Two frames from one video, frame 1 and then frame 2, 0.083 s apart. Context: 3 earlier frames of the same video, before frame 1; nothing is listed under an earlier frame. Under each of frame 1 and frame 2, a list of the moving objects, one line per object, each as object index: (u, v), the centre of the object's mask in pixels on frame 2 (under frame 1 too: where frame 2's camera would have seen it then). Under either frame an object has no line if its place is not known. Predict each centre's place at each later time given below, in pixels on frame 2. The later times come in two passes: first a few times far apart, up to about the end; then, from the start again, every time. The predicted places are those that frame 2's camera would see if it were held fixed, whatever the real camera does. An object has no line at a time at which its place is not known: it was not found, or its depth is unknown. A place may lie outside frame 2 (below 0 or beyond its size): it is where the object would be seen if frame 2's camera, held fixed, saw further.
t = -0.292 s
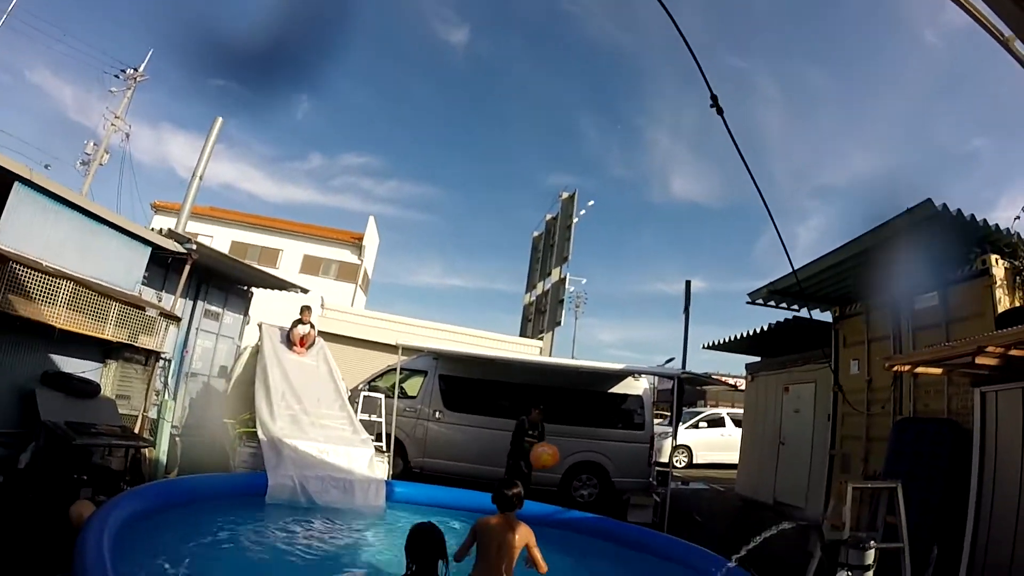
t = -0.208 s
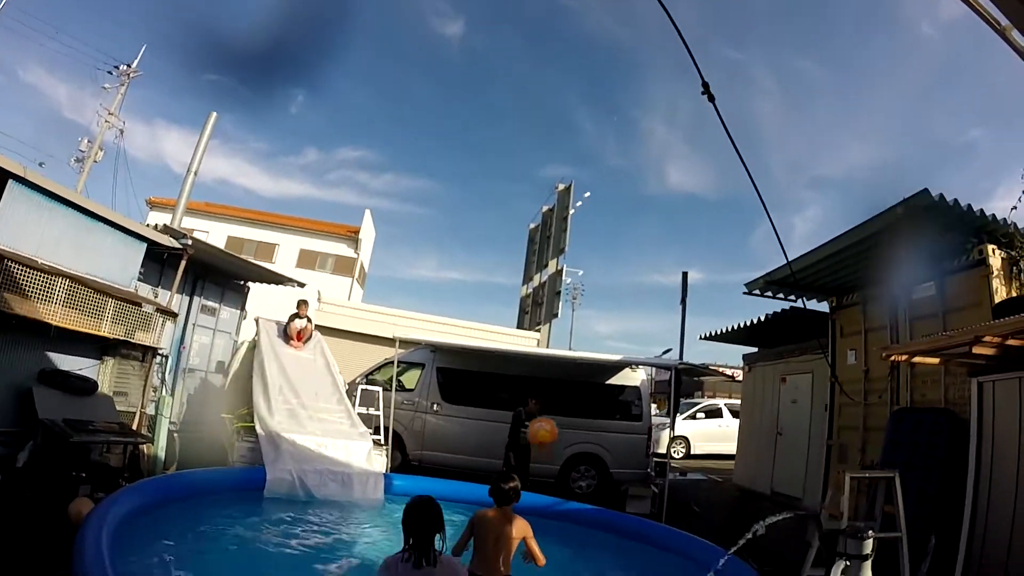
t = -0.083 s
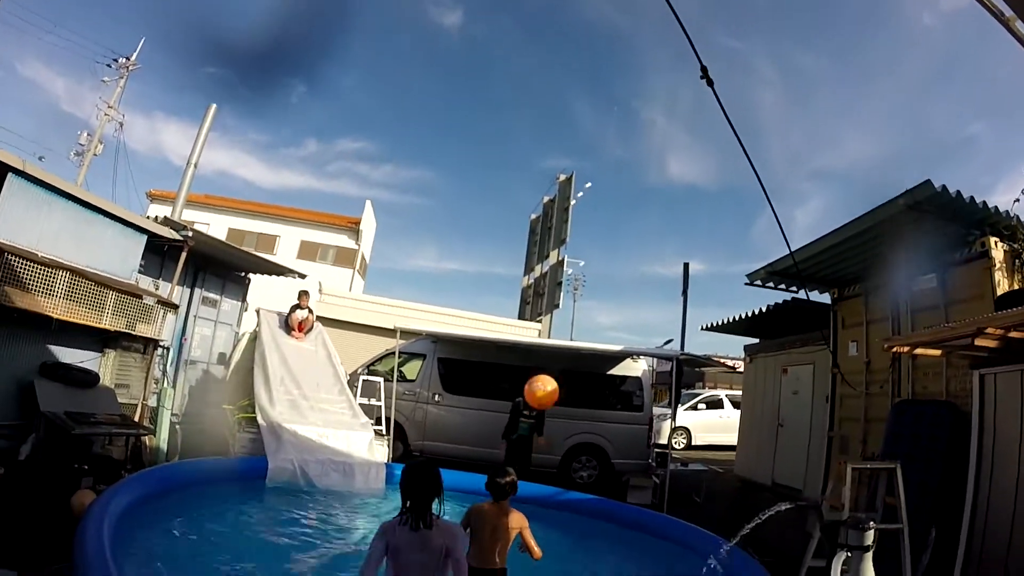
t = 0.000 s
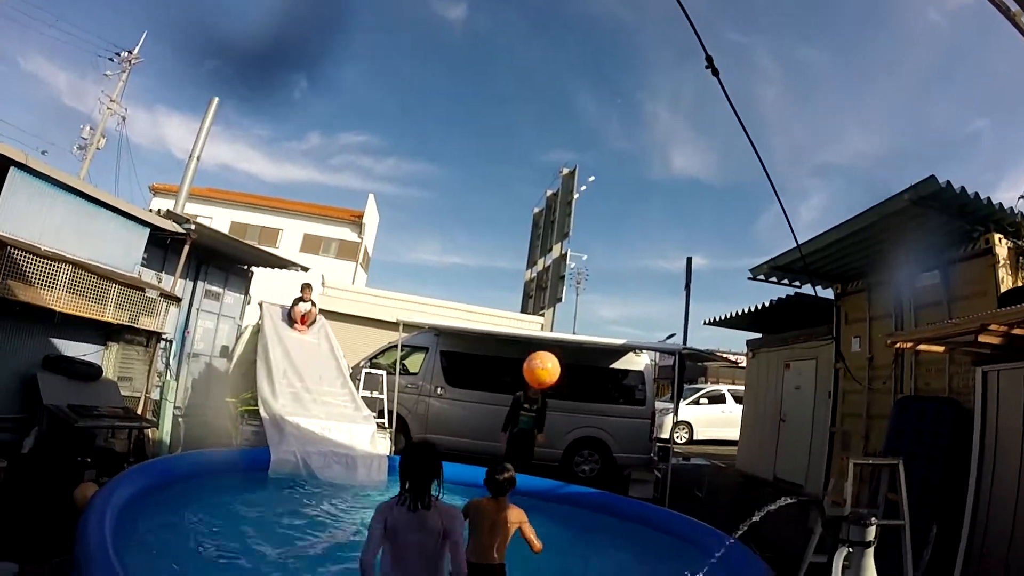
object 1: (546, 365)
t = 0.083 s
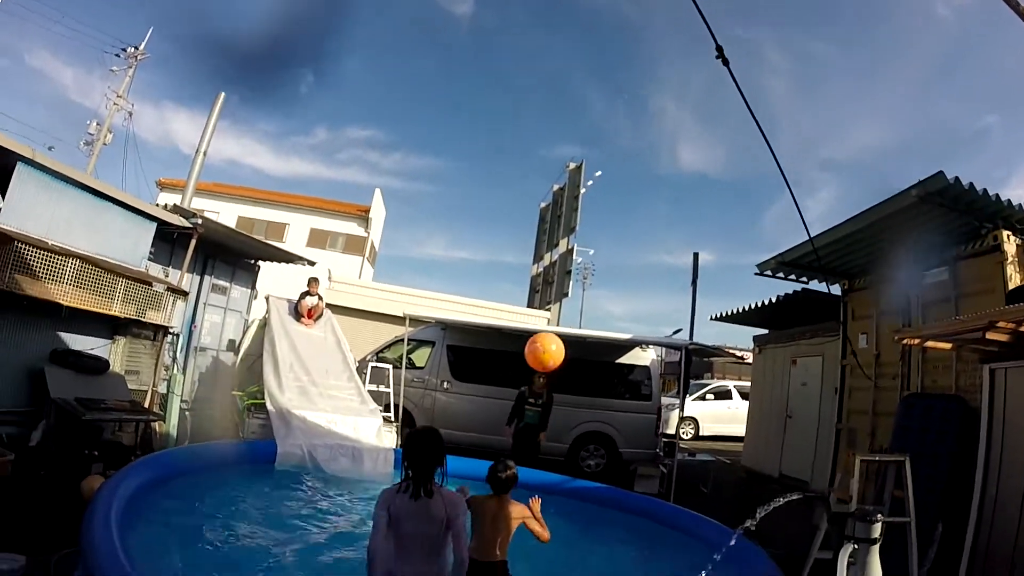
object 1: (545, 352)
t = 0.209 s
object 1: (538, 343)
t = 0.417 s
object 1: (516, 361)
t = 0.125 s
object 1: (543, 348)
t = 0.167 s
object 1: (541, 344)
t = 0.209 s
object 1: (538, 343)
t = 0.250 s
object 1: (534, 342)
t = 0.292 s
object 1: (532, 342)
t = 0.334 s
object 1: (526, 346)
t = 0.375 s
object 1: (522, 350)
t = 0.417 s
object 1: (516, 361)
